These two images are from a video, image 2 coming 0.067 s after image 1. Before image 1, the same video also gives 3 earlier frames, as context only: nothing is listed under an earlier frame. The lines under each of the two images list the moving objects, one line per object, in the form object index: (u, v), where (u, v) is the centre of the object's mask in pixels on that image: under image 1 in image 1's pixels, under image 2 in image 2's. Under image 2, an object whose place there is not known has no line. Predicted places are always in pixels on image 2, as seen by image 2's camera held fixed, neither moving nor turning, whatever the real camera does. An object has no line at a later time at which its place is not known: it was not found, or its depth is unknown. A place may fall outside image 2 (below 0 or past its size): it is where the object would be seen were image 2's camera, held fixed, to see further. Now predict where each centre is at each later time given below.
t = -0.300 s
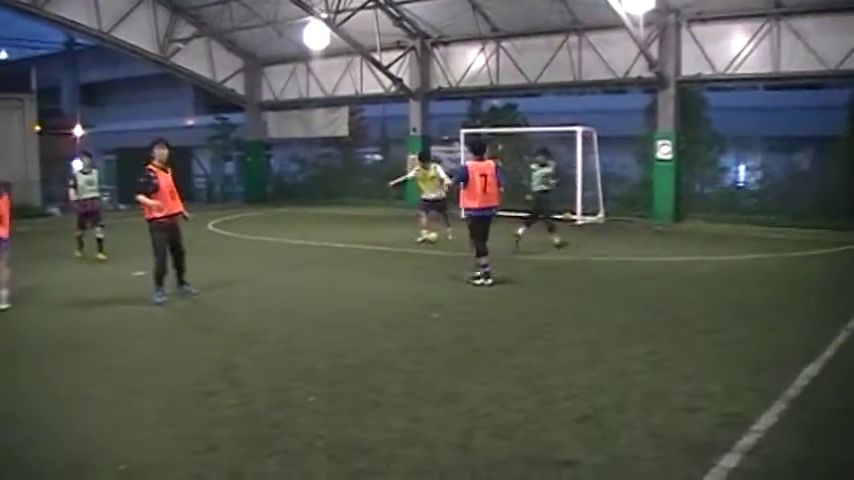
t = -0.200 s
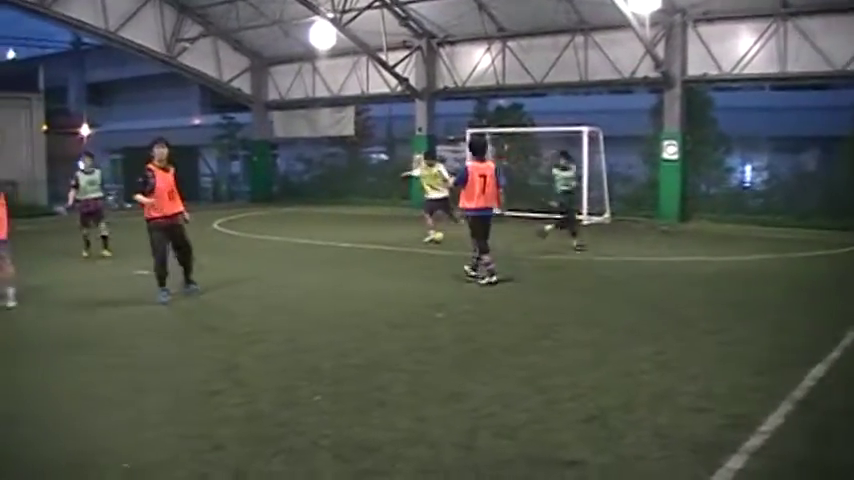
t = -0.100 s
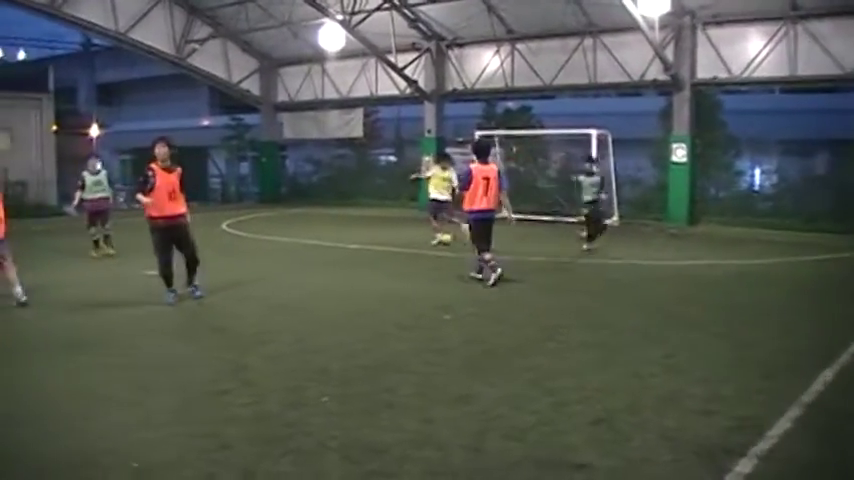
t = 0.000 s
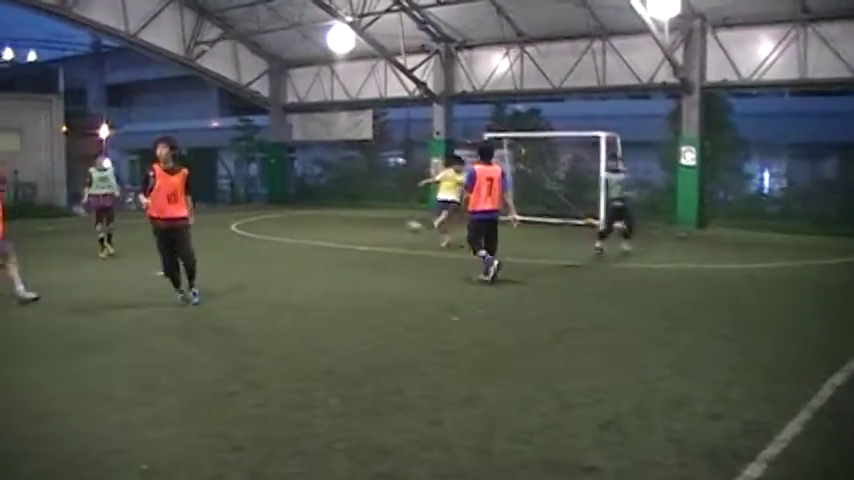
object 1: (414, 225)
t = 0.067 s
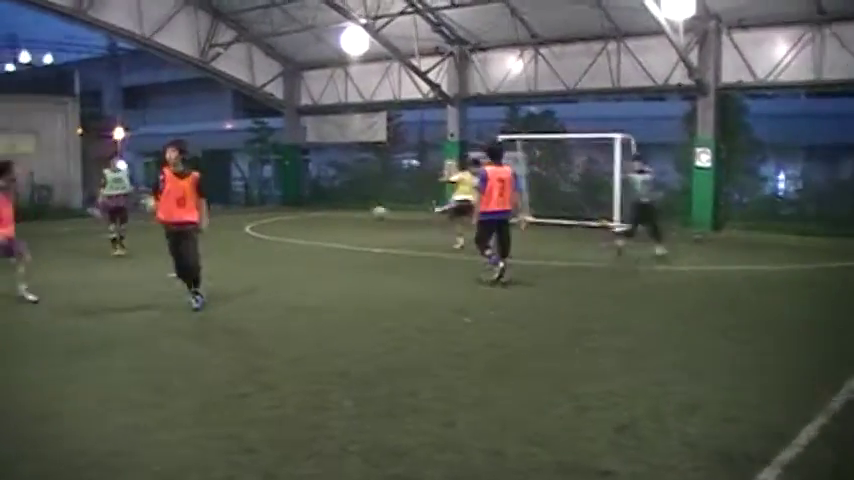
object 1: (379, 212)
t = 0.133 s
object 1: (327, 197)
